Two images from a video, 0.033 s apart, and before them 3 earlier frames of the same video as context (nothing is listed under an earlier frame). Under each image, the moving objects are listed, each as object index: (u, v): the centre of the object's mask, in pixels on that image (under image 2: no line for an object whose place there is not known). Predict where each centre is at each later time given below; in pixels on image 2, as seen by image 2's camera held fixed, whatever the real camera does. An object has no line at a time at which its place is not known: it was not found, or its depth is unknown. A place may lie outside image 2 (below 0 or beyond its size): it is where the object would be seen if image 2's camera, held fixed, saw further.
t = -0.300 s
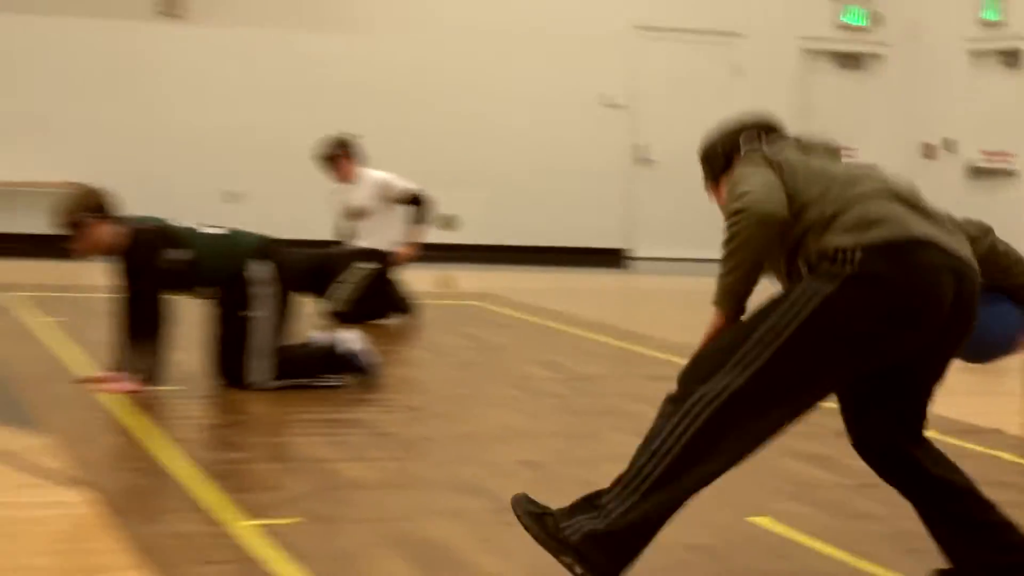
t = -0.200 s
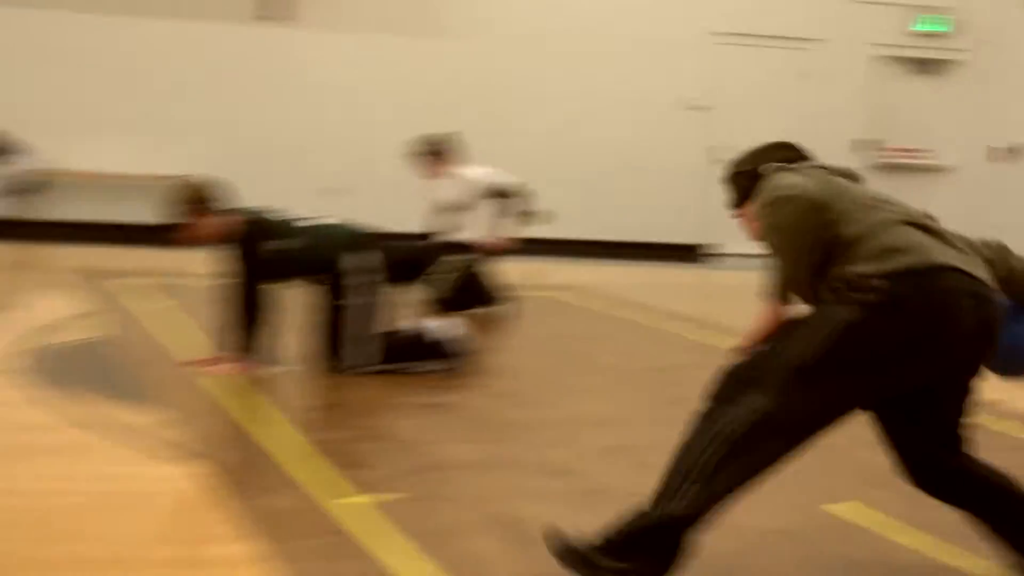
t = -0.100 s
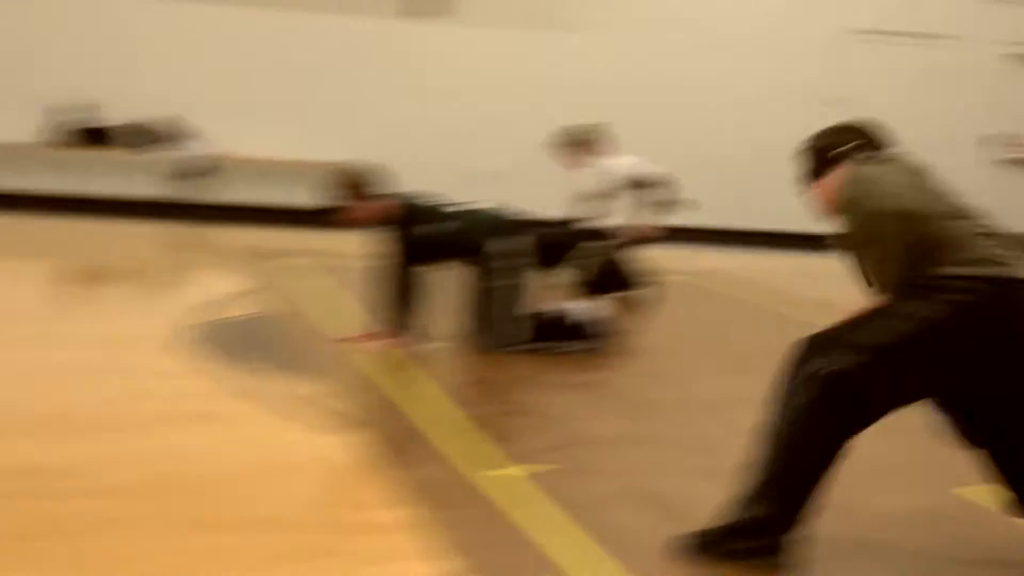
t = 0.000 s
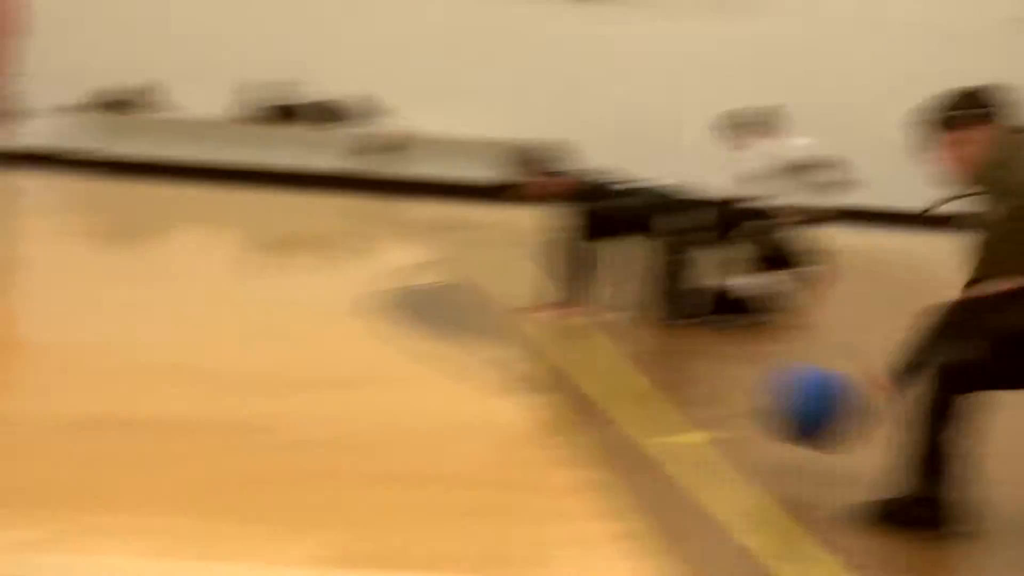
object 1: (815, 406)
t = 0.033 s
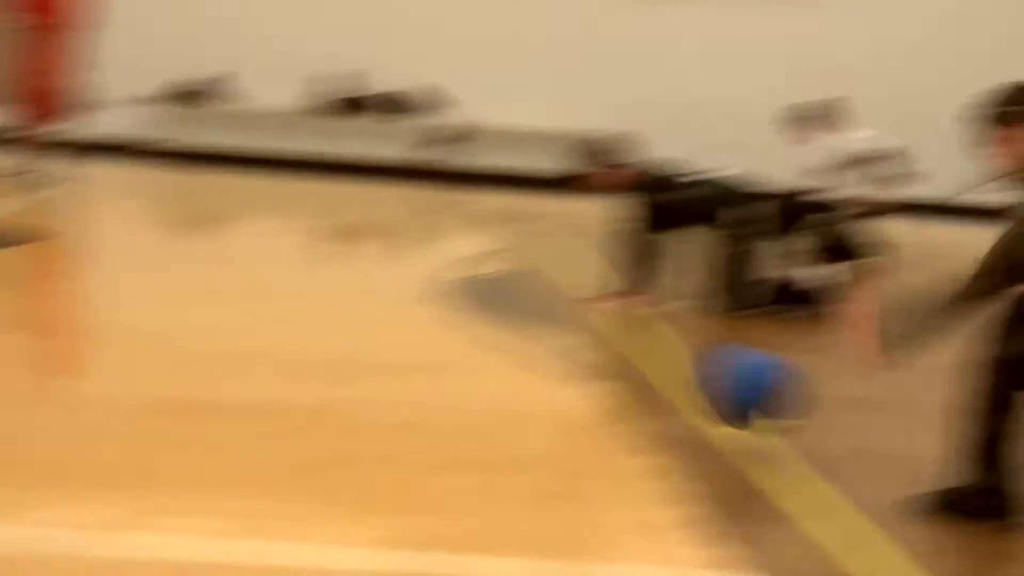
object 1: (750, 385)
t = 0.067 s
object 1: (623, 380)
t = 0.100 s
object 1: (488, 381)
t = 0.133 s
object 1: (375, 381)
